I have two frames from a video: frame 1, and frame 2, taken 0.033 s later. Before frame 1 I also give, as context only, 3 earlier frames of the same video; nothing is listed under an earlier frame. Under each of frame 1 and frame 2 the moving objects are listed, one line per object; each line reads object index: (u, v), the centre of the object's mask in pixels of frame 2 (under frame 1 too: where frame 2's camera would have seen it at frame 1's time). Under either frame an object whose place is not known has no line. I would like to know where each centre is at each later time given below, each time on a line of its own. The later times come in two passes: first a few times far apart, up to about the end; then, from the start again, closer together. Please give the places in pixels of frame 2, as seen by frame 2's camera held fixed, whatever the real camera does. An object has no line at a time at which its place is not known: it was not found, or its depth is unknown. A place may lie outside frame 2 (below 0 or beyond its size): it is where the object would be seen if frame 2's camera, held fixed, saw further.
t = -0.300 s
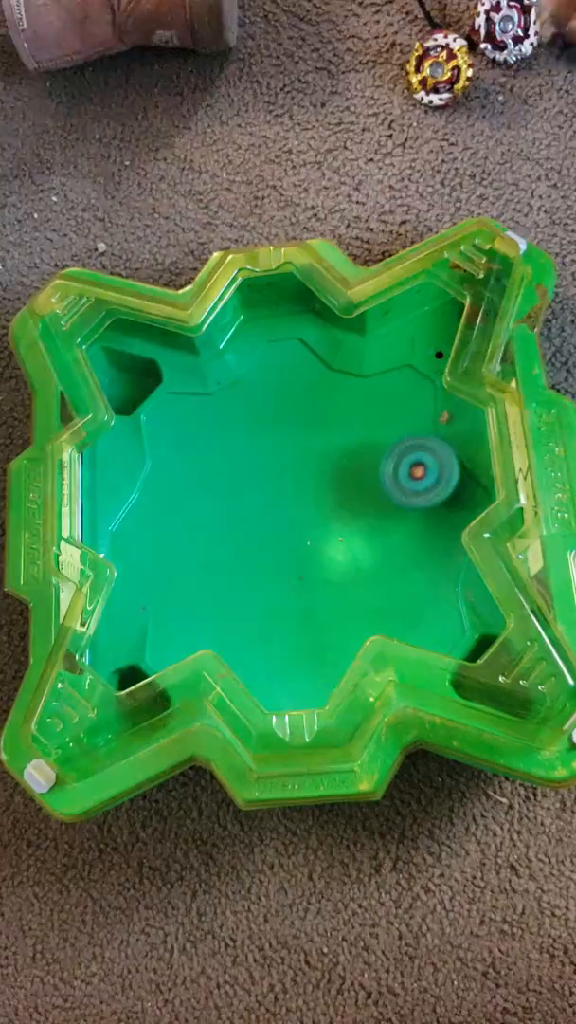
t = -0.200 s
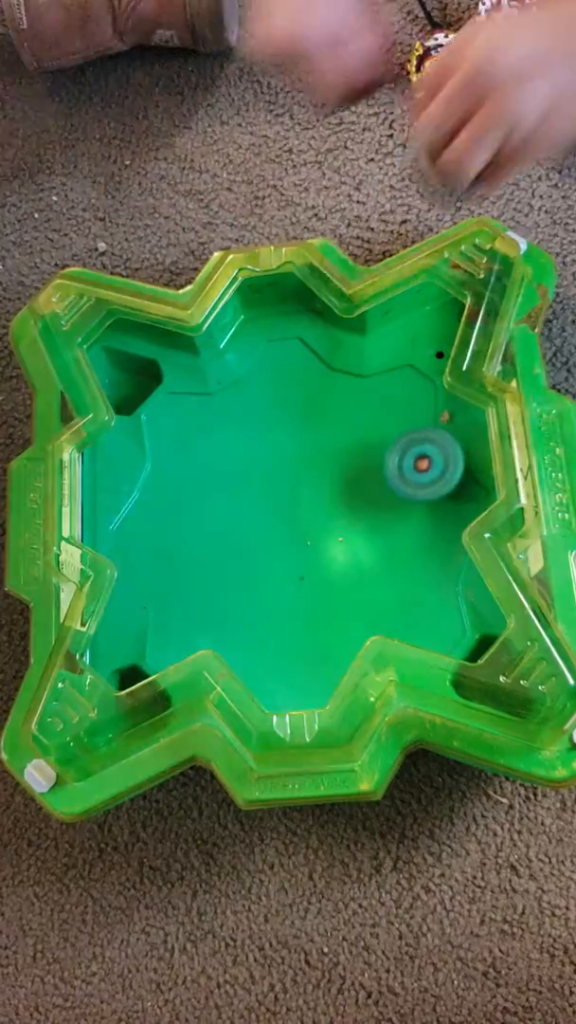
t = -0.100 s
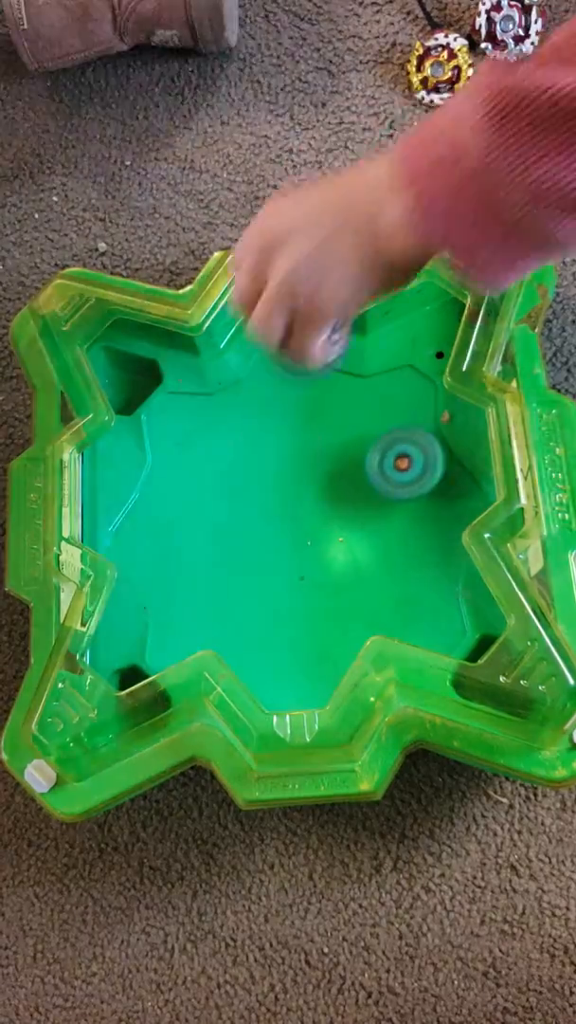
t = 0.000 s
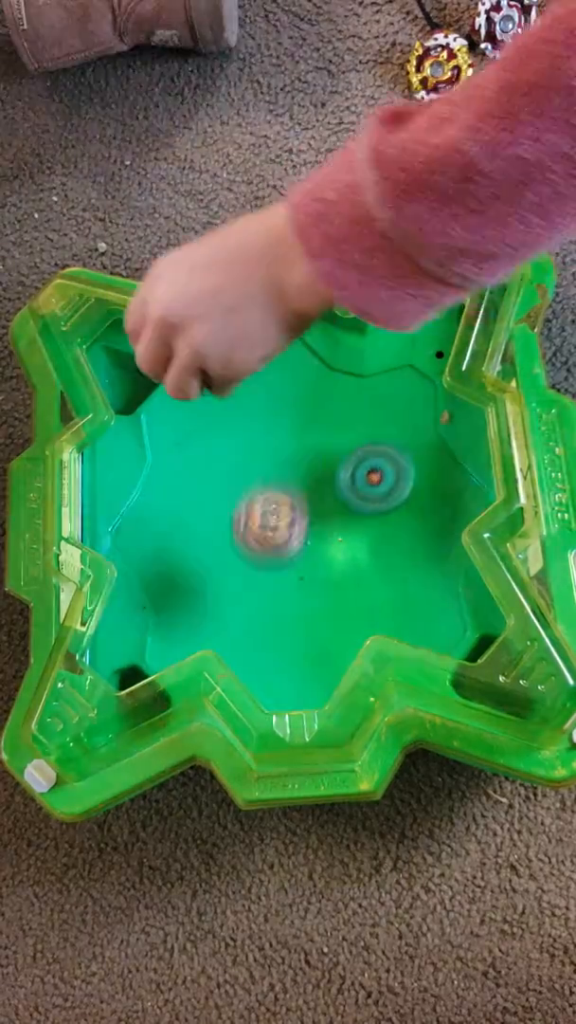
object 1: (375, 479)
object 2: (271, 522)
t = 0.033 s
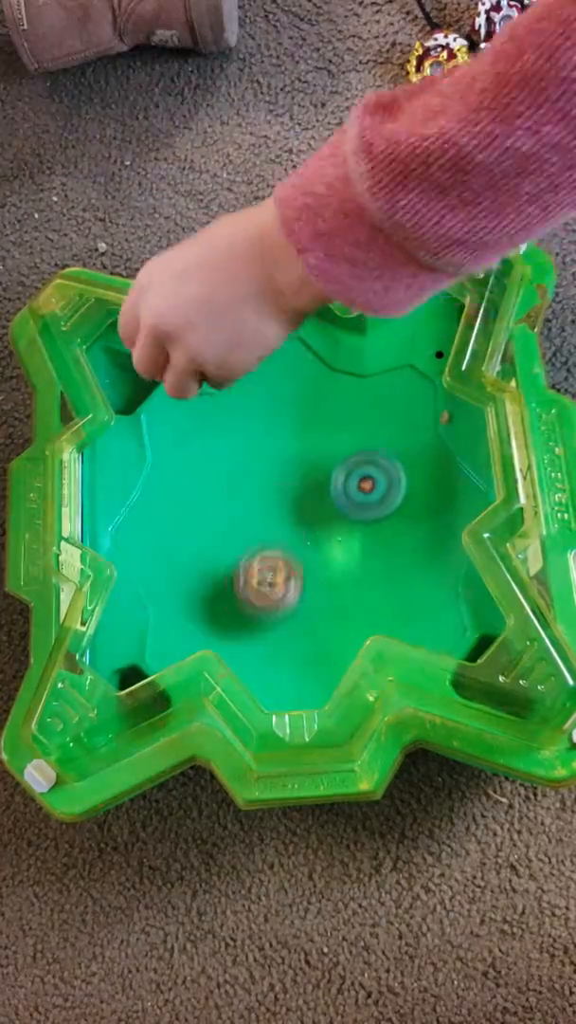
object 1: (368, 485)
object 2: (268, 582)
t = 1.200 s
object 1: (294, 458)
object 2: (377, 496)
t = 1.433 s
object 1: (312, 459)
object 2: (395, 485)
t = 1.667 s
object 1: (316, 452)
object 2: (389, 485)
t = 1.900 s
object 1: (294, 460)
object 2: (385, 468)
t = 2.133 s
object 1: (296, 502)
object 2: (367, 429)
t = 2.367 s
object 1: (355, 520)
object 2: (349, 402)
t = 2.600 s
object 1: (380, 464)
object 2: (329, 390)
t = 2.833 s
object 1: (376, 475)
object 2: (309, 389)
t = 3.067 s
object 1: (350, 486)
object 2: (296, 420)
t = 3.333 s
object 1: (355, 530)
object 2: (271, 450)
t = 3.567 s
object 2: (265, 477)
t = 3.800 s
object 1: (352, 495)
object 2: (277, 504)
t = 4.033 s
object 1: (356, 453)
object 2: (274, 524)
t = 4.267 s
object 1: (323, 447)
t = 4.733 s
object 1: (298, 468)
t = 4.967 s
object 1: (307, 475)
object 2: (385, 488)
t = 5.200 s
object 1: (301, 482)
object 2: (393, 456)
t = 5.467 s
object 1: (313, 486)
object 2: (379, 438)
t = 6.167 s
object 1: (330, 509)
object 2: (303, 441)
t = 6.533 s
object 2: (283, 471)
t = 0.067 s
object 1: (361, 492)
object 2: (262, 590)
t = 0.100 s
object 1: (352, 500)
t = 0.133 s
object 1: (345, 511)
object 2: (254, 593)
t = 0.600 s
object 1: (305, 497)
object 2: (251, 582)
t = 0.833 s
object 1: (295, 447)
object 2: (303, 551)
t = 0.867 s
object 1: (293, 443)
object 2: (312, 544)
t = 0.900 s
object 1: (291, 440)
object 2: (320, 538)
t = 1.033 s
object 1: (282, 442)
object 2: (349, 515)
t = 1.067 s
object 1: (282, 444)
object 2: (355, 511)
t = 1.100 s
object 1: (284, 447)
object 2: (361, 506)
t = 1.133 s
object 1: (286, 450)
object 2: (367, 502)
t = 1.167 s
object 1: (289, 454)
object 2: (372, 499)
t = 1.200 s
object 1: (294, 458)
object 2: (377, 496)
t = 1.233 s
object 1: (299, 462)
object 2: (382, 492)
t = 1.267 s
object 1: (306, 465)
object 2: (386, 490)
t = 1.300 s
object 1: (315, 467)
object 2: (388, 488)
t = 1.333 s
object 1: (314, 466)
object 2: (393, 489)
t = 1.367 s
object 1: (312, 463)
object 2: (397, 488)
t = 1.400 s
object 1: (312, 461)
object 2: (397, 486)
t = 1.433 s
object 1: (312, 459)
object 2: (395, 485)
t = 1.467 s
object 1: (312, 457)
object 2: (394, 486)
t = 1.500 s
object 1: (313, 455)
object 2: (392, 485)
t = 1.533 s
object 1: (314, 454)
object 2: (392, 485)
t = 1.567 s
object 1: (314, 453)
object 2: (391, 485)
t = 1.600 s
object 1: (315, 452)
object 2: (391, 485)
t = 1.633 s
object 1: (315, 452)
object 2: (390, 485)
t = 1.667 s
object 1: (316, 452)
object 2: (389, 485)
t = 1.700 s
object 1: (316, 452)
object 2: (387, 484)
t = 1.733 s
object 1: (316, 452)
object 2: (387, 484)
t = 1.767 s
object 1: (310, 451)
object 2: (391, 484)
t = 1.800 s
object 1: (304, 452)
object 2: (392, 482)
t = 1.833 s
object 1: (300, 453)
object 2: (390, 477)
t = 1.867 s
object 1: (296, 456)
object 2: (388, 473)
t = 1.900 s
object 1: (294, 460)
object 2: (385, 468)
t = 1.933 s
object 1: (293, 464)
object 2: (381, 462)
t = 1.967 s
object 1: (294, 469)
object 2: (376, 457)
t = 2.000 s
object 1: (295, 474)
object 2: (372, 451)
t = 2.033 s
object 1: (299, 479)
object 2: (368, 446)
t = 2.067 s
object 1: (297, 485)
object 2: (368, 440)
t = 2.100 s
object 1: (296, 494)
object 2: (369, 434)
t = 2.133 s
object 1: (296, 502)
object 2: (367, 429)
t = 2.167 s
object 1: (299, 510)
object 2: (365, 424)
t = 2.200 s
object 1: (305, 518)
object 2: (362, 419)
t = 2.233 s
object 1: (313, 524)
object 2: (359, 415)
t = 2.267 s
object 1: (323, 527)
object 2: (357, 411)
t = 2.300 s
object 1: (333, 528)
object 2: (355, 408)
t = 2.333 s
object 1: (345, 526)
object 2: (352, 405)
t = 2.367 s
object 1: (355, 520)
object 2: (349, 402)
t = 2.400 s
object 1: (364, 513)
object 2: (347, 400)
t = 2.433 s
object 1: (371, 504)
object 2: (345, 399)
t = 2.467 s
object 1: (376, 494)
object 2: (343, 398)
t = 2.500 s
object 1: (378, 484)
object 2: (340, 398)
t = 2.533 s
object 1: (378, 473)
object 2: (339, 397)
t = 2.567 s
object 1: (376, 463)
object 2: (337, 398)
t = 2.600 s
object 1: (380, 464)
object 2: (329, 390)
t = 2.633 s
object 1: (383, 468)
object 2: (322, 383)
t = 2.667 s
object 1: (385, 471)
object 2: (318, 380)
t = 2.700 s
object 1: (385, 474)
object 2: (316, 380)
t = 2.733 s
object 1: (384, 475)
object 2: (314, 382)
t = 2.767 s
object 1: (383, 475)
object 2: (312, 383)
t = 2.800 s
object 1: (379, 475)
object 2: (311, 386)
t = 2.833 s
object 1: (376, 475)
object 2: (309, 389)
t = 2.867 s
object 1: (373, 475)
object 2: (307, 393)
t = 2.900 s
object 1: (369, 475)
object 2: (305, 396)
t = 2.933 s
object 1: (366, 475)
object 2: (303, 401)
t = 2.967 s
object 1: (361, 478)
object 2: (301, 406)
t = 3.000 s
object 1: (357, 479)
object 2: (299, 411)
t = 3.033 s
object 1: (354, 482)
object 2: (297, 415)
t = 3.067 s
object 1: (350, 486)
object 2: (296, 420)
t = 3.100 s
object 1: (345, 489)
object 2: (295, 424)
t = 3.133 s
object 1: (342, 493)
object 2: (294, 430)
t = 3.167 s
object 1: (339, 498)
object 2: (293, 435)
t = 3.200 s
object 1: (335, 500)
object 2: (292, 441)
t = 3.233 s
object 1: (338, 509)
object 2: (287, 444)
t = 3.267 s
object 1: (344, 520)
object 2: (280, 445)
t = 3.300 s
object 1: (349, 525)
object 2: (275, 447)
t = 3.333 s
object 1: (355, 530)
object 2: (271, 450)
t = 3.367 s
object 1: (360, 533)
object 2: (268, 455)
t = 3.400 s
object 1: (364, 533)
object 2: (266, 458)
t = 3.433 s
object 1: (367, 533)
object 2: (266, 463)
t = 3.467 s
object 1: (370, 531)
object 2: (265, 466)
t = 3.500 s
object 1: (371, 530)
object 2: (264, 470)
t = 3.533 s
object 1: (372, 528)
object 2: (265, 473)
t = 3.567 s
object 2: (265, 477)
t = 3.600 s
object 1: (370, 520)
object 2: (266, 481)
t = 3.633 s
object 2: (267, 485)
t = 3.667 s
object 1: (367, 511)
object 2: (269, 489)
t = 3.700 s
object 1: (364, 506)
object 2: (271, 492)
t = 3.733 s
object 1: (361, 502)
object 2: (273, 495)
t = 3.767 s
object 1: (356, 498)
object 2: (275, 499)
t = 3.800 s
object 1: (352, 495)
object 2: (277, 504)
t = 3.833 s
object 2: (268, 509)
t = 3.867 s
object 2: (264, 513)
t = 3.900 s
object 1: (368, 473)
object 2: (263, 517)
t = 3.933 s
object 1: (367, 466)
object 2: (265, 519)
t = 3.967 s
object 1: (364, 461)
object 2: (267, 521)
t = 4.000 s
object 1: (360, 457)
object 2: (270, 523)
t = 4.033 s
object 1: (356, 453)
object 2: (274, 524)
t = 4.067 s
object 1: (352, 450)
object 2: (277, 525)
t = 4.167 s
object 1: (338, 444)
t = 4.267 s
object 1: (323, 447)
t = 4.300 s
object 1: (319, 449)
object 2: (308, 528)
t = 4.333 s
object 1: (315, 452)
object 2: (312, 527)
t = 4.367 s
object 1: (312, 453)
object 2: (318, 529)
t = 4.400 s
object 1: (307, 450)
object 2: (324, 532)
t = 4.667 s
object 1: (294, 464)
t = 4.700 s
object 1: (296, 466)
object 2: (362, 518)
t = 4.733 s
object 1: (298, 468)
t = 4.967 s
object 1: (307, 475)
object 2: (385, 488)
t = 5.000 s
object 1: (308, 476)
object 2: (386, 484)
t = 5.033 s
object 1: (309, 476)
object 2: (387, 479)
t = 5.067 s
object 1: (308, 476)
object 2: (389, 475)
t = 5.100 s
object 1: (305, 477)
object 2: (392, 469)
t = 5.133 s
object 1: (303, 480)
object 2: (393, 464)
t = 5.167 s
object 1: (302, 481)
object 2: (393, 460)
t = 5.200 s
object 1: (301, 482)
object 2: (393, 456)
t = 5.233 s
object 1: (302, 483)
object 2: (392, 454)
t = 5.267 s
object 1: (304, 483)
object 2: (391, 451)
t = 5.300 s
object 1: (305, 484)
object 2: (390, 448)
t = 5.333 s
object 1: (306, 485)
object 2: (389, 445)
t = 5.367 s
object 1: (308, 485)
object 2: (387, 443)
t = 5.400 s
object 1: (310, 484)
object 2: (385, 441)
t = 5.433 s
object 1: (312, 486)
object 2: (382, 439)
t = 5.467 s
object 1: (313, 486)
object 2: (379, 438)
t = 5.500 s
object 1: (314, 487)
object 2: (376, 436)
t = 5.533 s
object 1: (315, 486)
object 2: (374, 435)
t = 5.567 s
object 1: (313, 492)
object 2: (373, 429)
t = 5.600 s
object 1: (310, 497)
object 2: (370, 426)
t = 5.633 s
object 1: (309, 502)
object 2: (367, 424)
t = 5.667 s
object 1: (308, 505)
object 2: (362, 423)
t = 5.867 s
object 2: (336, 426)
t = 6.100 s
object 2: (308, 434)
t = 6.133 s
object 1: (330, 511)
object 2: (305, 438)
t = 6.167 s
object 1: (330, 509)
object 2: (303, 441)
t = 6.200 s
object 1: (334, 513)
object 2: (299, 442)
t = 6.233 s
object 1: (338, 519)
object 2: (294, 441)
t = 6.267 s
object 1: (341, 523)
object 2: (290, 442)
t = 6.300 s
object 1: (344, 525)
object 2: (287, 444)
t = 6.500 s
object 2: (283, 467)
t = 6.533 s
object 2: (283, 471)
